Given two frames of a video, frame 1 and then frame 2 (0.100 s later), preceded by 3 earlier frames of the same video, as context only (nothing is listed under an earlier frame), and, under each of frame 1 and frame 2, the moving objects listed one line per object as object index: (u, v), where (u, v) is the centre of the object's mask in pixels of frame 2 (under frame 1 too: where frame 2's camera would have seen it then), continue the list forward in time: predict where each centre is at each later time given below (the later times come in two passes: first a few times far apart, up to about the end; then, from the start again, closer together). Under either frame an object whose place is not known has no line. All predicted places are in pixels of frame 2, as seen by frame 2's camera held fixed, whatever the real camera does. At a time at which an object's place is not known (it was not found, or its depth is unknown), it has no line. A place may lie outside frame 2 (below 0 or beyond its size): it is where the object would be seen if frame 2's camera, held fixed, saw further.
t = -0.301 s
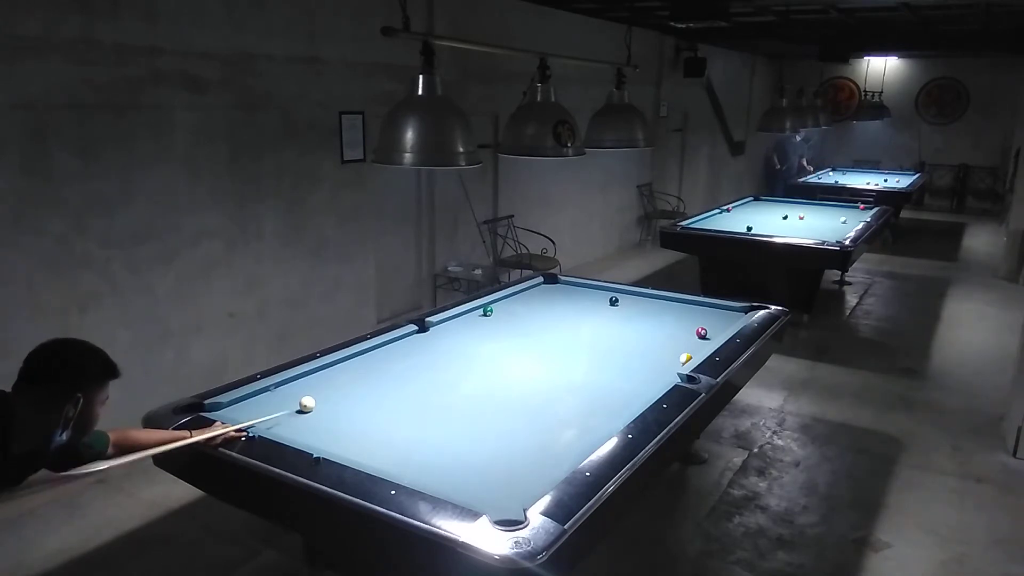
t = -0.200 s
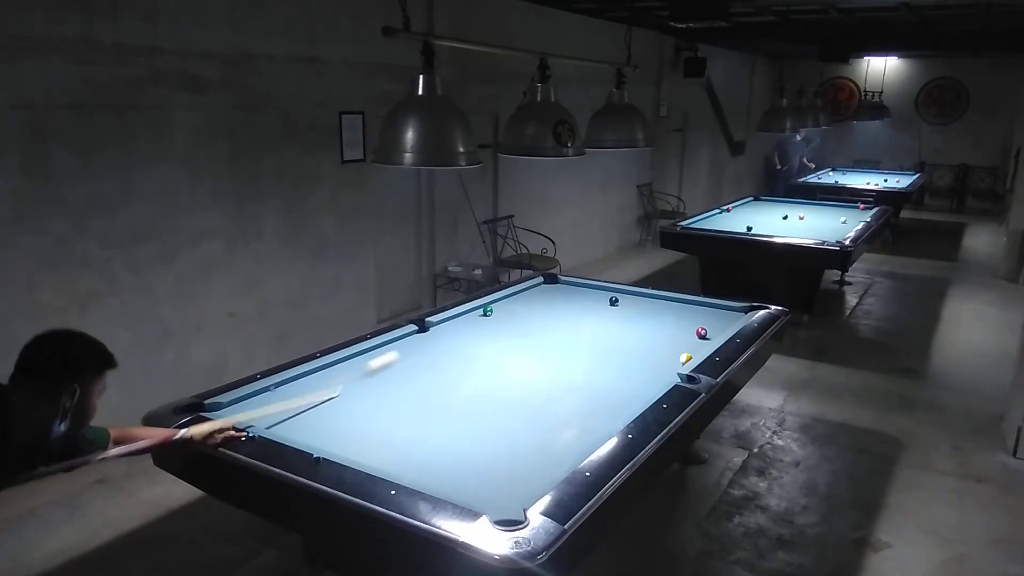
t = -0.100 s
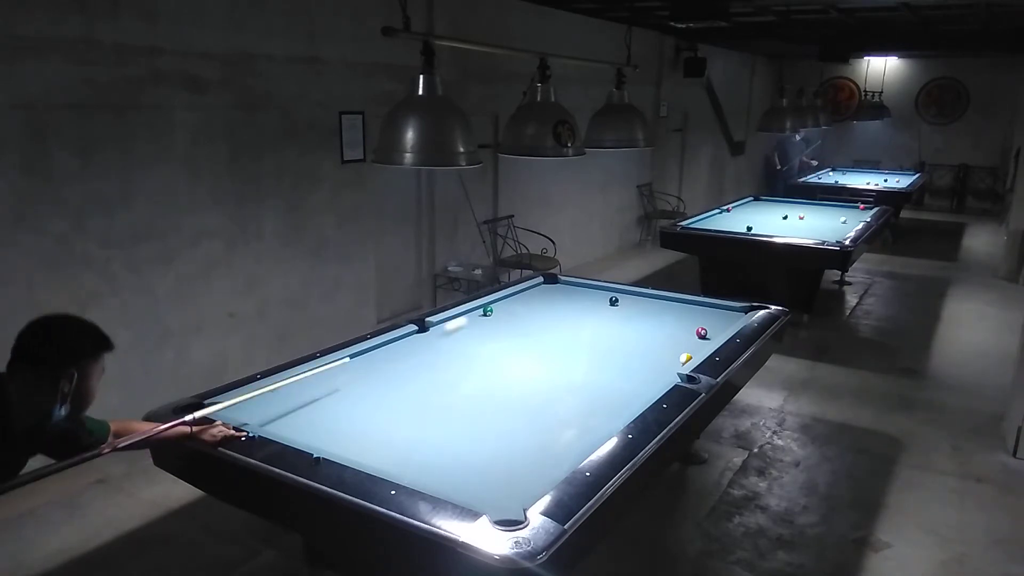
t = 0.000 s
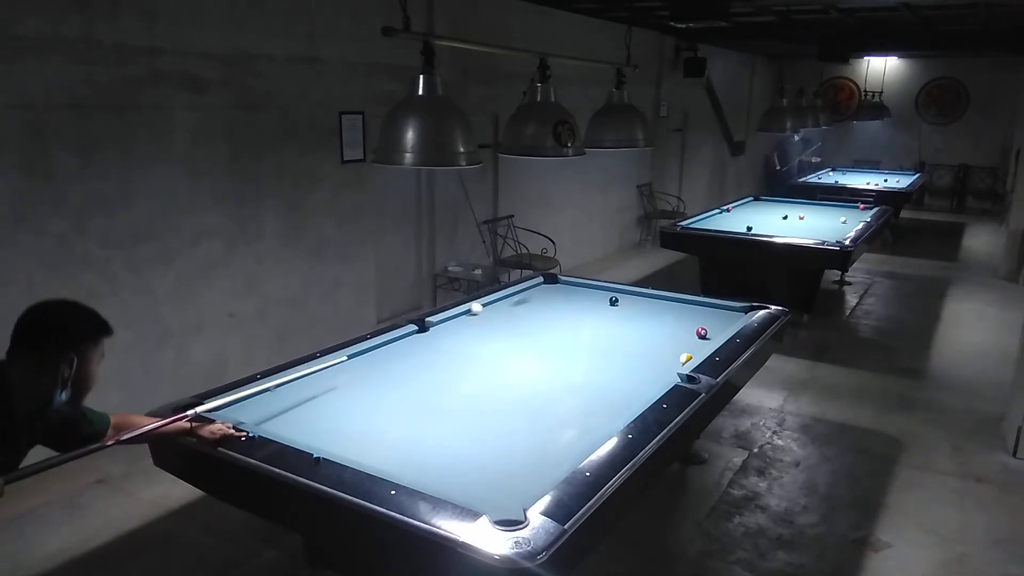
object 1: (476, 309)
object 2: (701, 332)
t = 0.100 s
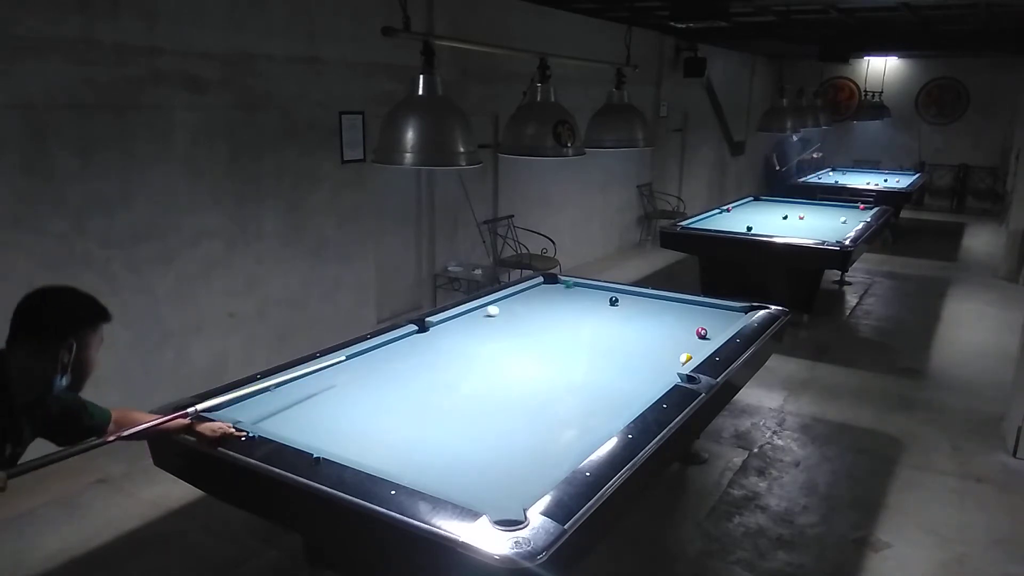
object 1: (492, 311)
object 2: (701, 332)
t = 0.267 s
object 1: (515, 314)
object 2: (701, 332)
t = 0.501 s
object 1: (546, 317)
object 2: (701, 332)
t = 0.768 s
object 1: (581, 321)
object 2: (701, 332)
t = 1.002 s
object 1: (612, 324)
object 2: (701, 332)
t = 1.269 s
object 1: (647, 328)
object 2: (701, 332)
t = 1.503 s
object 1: (678, 331)
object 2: (701, 332)
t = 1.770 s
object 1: (695, 334)
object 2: (716, 332)
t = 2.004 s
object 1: (703, 336)
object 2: (714, 331)
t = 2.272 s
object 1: (710, 338)
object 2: (706, 328)
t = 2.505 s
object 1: (708, 338)
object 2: (700, 326)
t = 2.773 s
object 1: (704, 338)
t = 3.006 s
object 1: (702, 338)
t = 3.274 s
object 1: (700, 338)
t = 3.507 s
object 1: (700, 338)
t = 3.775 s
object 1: (700, 338)
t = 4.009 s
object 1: (700, 338)
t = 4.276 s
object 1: (700, 338)
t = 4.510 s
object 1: (700, 338)
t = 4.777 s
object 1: (700, 338)
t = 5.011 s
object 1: (700, 338)
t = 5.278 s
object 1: (700, 338)
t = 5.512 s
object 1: (700, 338)
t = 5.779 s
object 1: (700, 338)
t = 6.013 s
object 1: (700, 338)
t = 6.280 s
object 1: (700, 338)
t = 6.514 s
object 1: (700, 338)
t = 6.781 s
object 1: (700, 338)
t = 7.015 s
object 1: (700, 338)
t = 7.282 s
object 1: (700, 338)
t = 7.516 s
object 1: (700, 338)
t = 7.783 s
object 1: (700, 338)
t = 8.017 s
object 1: (700, 338)
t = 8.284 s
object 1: (700, 338)
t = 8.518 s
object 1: (700, 338)
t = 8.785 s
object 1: (700, 338)
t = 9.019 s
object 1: (700, 338)
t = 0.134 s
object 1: (497, 312)
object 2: (701, 332)
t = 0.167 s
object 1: (501, 312)
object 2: (701, 332)
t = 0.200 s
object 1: (506, 313)
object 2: (701, 332)
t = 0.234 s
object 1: (510, 313)
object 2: (701, 332)
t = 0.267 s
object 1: (515, 314)
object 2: (701, 332)
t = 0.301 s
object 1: (519, 314)
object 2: (701, 332)
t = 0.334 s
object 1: (524, 314)
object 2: (701, 332)
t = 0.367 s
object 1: (528, 315)
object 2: (701, 332)
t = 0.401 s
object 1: (532, 316)
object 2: (701, 332)
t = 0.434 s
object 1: (537, 316)
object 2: (701, 332)
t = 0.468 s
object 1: (541, 316)
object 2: (701, 332)
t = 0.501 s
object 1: (546, 317)
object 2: (701, 332)
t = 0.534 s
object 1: (550, 317)
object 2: (701, 332)
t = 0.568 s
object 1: (554, 318)
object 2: (701, 332)
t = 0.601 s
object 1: (559, 319)
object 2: (701, 332)
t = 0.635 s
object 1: (563, 319)
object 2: (701, 332)
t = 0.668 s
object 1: (568, 320)
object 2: (701, 332)
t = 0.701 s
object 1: (572, 320)
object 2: (701, 332)
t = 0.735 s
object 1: (576, 321)
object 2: (701, 332)
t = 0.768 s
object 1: (581, 321)
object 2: (701, 332)
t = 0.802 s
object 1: (585, 321)
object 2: (701, 332)
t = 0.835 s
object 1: (590, 322)
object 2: (701, 332)
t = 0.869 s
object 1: (594, 322)
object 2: (701, 332)
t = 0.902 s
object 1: (599, 323)
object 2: (701, 332)
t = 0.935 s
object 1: (603, 323)
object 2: (701, 332)
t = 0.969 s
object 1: (608, 324)
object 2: (701, 332)
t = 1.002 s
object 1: (612, 324)
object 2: (701, 332)
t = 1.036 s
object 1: (617, 325)
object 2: (701, 332)
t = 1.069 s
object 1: (621, 325)
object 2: (701, 332)
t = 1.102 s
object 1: (625, 326)
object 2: (701, 332)
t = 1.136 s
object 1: (630, 326)
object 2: (701, 332)
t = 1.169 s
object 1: (634, 327)
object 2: (701, 332)
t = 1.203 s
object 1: (639, 327)
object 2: (701, 332)
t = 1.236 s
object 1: (643, 328)
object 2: (701, 332)
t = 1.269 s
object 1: (647, 328)
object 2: (701, 332)
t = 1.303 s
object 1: (652, 328)
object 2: (701, 332)
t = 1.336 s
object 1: (656, 329)
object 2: (701, 332)
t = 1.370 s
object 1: (661, 329)
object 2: (701, 332)
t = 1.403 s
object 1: (665, 330)
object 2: (701, 332)
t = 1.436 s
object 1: (669, 330)
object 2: (701, 332)
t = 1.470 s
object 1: (674, 331)
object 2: (701, 332)
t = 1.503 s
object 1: (678, 331)
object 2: (701, 332)
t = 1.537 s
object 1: (682, 332)
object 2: (701, 332)
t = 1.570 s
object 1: (686, 332)
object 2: (701, 332)
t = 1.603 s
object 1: (690, 332)
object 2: (703, 332)
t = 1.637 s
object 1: (691, 333)
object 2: (706, 332)
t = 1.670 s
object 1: (692, 333)
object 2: (709, 332)
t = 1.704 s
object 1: (693, 333)
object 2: (711, 333)
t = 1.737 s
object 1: (694, 334)
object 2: (714, 333)
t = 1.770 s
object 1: (695, 334)
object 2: (716, 332)
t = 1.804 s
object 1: (696, 335)
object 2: (718, 332)
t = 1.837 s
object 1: (697, 335)
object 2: (718, 332)
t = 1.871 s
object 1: (698, 335)
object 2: (717, 332)
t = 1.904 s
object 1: (700, 336)
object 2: (716, 331)
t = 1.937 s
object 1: (701, 336)
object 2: (715, 331)
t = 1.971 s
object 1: (702, 336)
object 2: (715, 331)
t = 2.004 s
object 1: (703, 336)
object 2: (714, 331)
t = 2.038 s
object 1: (704, 337)
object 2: (713, 330)
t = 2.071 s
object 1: (705, 337)
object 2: (712, 330)
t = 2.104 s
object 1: (706, 337)
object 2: (711, 329)
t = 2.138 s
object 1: (707, 338)
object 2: (710, 329)
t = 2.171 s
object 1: (708, 338)
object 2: (709, 328)
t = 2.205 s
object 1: (709, 338)
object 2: (708, 328)
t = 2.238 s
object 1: (710, 338)
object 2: (707, 328)
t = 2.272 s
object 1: (710, 338)
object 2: (706, 328)
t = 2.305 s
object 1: (711, 338)
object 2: (705, 328)
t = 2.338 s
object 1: (710, 338)
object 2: (704, 328)
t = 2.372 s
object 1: (710, 338)
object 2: (703, 328)
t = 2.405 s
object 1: (709, 338)
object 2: (703, 327)
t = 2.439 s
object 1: (709, 338)
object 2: (702, 327)
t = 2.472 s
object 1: (708, 338)
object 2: (701, 326)
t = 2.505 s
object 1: (708, 338)
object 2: (700, 326)
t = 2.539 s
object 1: (707, 339)
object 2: (699, 326)
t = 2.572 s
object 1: (707, 339)
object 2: (699, 326)
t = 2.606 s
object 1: (706, 339)
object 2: (698, 325)
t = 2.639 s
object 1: (706, 339)
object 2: (697, 325)
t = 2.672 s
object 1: (705, 338)
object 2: (697, 325)
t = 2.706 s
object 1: (705, 338)
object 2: (696, 324)
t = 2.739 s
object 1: (704, 338)
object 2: (695, 324)
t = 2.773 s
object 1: (704, 338)
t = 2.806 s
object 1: (704, 338)
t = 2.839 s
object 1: (703, 338)
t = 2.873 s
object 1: (703, 338)
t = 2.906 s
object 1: (703, 338)
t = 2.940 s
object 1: (702, 338)
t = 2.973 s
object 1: (702, 338)
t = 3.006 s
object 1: (702, 338)
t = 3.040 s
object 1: (701, 338)
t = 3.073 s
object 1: (701, 338)
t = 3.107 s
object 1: (701, 338)
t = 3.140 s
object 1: (701, 338)
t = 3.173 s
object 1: (701, 338)
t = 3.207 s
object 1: (701, 338)
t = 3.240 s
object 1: (700, 338)
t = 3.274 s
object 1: (700, 338)
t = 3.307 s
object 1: (700, 338)
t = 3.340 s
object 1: (700, 338)
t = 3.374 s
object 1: (700, 338)
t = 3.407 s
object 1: (700, 338)
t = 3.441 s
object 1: (700, 338)
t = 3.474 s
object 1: (700, 338)
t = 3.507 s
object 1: (700, 338)
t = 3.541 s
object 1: (700, 338)
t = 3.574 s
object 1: (700, 338)
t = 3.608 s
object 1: (700, 338)
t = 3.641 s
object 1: (700, 338)
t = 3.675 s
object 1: (700, 338)
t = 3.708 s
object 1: (700, 338)
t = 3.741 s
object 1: (700, 338)
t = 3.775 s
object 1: (700, 338)
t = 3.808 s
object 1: (700, 338)
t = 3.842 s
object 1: (700, 338)
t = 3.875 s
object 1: (700, 338)
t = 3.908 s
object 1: (700, 338)
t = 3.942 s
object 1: (700, 338)
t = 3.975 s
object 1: (700, 338)
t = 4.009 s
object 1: (700, 338)
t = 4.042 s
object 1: (700, 338)
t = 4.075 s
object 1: (700, 338)
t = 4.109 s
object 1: (700, 338)
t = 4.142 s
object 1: (700, 338)
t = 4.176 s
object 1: (700, 338)
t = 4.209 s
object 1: (700, 338)
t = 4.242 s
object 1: (700, 338)
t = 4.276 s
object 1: (700, 338)
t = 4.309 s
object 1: (700, 338)
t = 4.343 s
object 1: (700, 338)
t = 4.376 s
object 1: (700, 338)
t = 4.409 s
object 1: (700, 338)
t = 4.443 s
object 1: (700, 338)
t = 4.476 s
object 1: (700, 338)
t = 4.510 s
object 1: (700, 338)
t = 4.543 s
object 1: (700, 338)
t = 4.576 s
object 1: (700, 338)
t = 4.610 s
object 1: (700, 338)
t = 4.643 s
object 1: (700, 338)
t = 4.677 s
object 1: (700, 338)
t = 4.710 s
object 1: (700, 338)
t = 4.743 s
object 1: (700, 338)
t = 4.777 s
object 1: (700, 338)
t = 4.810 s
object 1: (700, 338)
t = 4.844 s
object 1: (700, 338)
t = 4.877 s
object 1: (700, 338)
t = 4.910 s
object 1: (700, 338)
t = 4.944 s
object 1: (700, 338)
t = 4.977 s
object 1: (700, 338)
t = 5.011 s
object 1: (700, 338)
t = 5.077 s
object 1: (700, 338)
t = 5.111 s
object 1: (700, 338)
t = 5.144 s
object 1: (700, 338)
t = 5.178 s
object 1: (700, 338)
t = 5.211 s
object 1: (700, 338)
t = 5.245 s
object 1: (700, 338)
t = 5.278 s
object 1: (700, 338)
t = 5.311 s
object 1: (700, 338)
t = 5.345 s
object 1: (700, 338)
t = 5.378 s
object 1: (700, 338)
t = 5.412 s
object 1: (700, 338)
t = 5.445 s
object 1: (700, 338)
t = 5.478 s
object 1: (700, 338)
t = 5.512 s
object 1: (700, 338)
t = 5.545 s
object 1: (700, 338)
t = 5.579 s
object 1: (700, 338)
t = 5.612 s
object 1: (700, 338)
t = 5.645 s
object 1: (700, 338)
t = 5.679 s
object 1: (700, 338)
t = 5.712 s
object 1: (700, 338)
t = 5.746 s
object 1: (700, 338)
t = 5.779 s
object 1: (700, 338)
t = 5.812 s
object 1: (700, 338)
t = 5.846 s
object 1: (700, 338)
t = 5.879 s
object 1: (700, 338)
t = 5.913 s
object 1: (700, 338)
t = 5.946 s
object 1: (700, 338)
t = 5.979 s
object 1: (700, 338)
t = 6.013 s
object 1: (700, 338)
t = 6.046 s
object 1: (700, 338)
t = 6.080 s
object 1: (700, 338)
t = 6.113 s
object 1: (700, 338)
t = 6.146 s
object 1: (700, 338)
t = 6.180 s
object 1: (700, 338)
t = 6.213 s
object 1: (700, 338)
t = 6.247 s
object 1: (700, 338)
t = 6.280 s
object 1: (700, 338)
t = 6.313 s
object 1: (700, 338)
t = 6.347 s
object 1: (700, 338)
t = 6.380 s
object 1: (700, 338)
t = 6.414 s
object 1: (700, 338)
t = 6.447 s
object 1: (700, 338)
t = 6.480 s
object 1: (700, 338)
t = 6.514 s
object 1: (700, 338)
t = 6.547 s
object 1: (700, 338)
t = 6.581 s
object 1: (700, 338)
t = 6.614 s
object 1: (700, 338)
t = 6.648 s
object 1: (700, 338)
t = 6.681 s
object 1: (700, 338)
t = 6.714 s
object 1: (700, 338)
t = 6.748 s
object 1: (700, 338)
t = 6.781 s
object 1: (700, 338)
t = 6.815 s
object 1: (700, 338)
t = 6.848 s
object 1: (700, 338)
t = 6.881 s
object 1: (700, 338)
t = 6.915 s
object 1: (700, 338)
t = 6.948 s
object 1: (700, 338)
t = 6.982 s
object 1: (700, 338)
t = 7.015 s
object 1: (700, 338)
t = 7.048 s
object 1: (700, 338)
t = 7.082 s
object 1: (700, 338)
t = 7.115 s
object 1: (700, 338)
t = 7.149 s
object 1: (700, 338)
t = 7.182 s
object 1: (700, 338)
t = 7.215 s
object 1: (700, 338)
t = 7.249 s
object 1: (700, 338)
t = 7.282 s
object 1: (700, 338)
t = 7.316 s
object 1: (700, 338)
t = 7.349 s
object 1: (700, 338)
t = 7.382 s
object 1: (700, 338)
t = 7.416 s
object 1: (700, 338)
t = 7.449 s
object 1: (700, 338)
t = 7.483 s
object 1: (700, 338)
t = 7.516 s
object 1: (700, 338)
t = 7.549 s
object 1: (700, 338)
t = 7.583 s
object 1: (700, 338)
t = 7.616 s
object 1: (700, 338)
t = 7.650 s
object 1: (700, 338)
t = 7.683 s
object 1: (700, 338)
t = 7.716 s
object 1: (700, 338)
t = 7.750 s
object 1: (700, 338)
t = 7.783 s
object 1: (700, 338)
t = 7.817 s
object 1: (700, 338)
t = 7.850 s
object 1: (700, 338)
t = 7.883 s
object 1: (700, 338)
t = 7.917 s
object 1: (700, 338)
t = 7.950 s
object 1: (700, 338)
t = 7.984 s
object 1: (700, 338)
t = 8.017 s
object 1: (700, 338)
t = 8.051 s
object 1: (700, 338)
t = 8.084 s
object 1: (700, 338)
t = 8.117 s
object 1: (700, 338)
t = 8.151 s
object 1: (700, 338)
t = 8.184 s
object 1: (700, 338)
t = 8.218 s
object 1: (700, 338)
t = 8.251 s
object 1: (700, 338)
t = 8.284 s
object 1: (700, 338)
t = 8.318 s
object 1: (700, 338)
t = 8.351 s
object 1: (700, 338)
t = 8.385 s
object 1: (700, 338)
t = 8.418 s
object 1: (700, 338)
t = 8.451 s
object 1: (700, 338)
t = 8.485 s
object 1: (700, 338)
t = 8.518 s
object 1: (700, 338)
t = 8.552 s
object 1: (700, 338)
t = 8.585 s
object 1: (700, 338)
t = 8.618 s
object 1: (700, 338)
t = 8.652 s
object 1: (700, 338)
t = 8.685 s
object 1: (700, 338)
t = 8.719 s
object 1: (700, 338)
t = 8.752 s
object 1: (700, 338)
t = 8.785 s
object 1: (700, 338)
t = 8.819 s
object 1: (700, 338)
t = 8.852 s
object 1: (700, 338)
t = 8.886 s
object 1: (700, 338)
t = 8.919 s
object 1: (700, 338)
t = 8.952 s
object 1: (700, 338)
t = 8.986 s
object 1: (700, 338)
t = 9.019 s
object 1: (700, 338)
